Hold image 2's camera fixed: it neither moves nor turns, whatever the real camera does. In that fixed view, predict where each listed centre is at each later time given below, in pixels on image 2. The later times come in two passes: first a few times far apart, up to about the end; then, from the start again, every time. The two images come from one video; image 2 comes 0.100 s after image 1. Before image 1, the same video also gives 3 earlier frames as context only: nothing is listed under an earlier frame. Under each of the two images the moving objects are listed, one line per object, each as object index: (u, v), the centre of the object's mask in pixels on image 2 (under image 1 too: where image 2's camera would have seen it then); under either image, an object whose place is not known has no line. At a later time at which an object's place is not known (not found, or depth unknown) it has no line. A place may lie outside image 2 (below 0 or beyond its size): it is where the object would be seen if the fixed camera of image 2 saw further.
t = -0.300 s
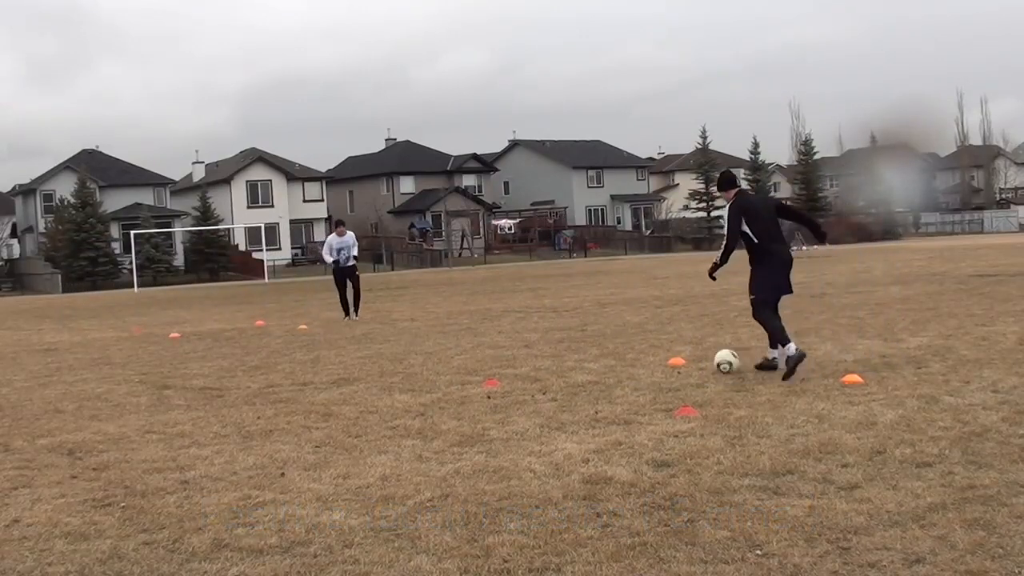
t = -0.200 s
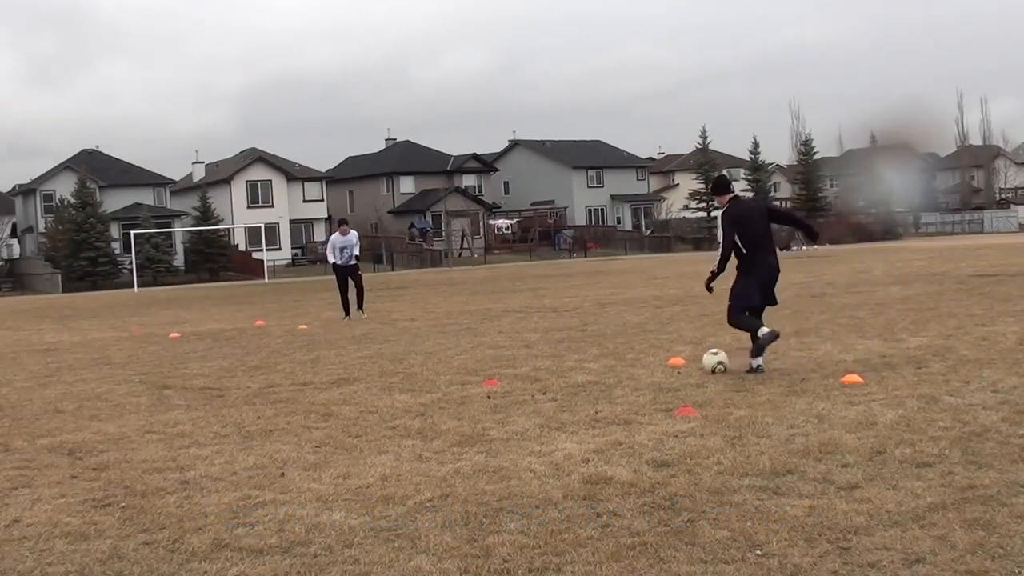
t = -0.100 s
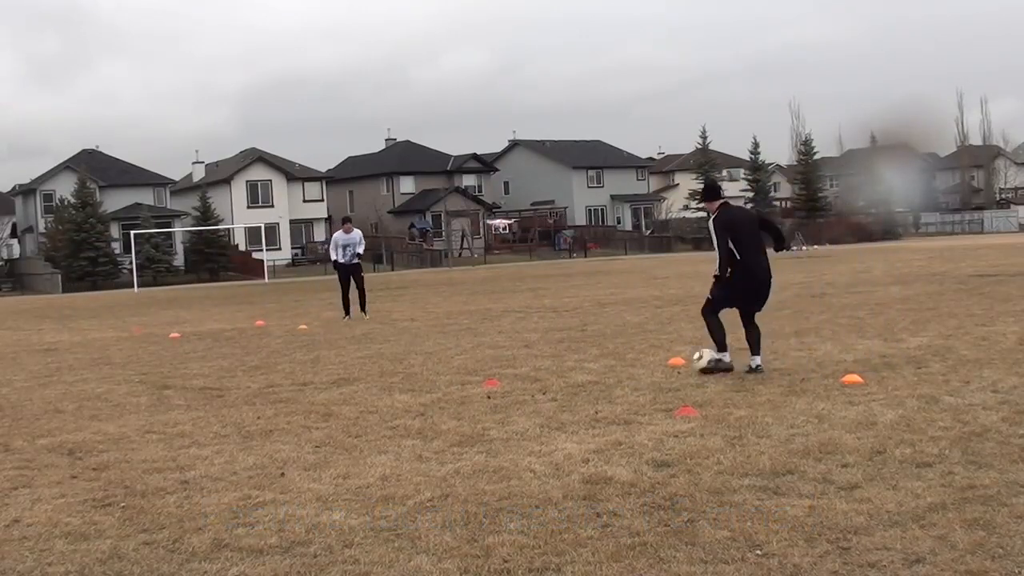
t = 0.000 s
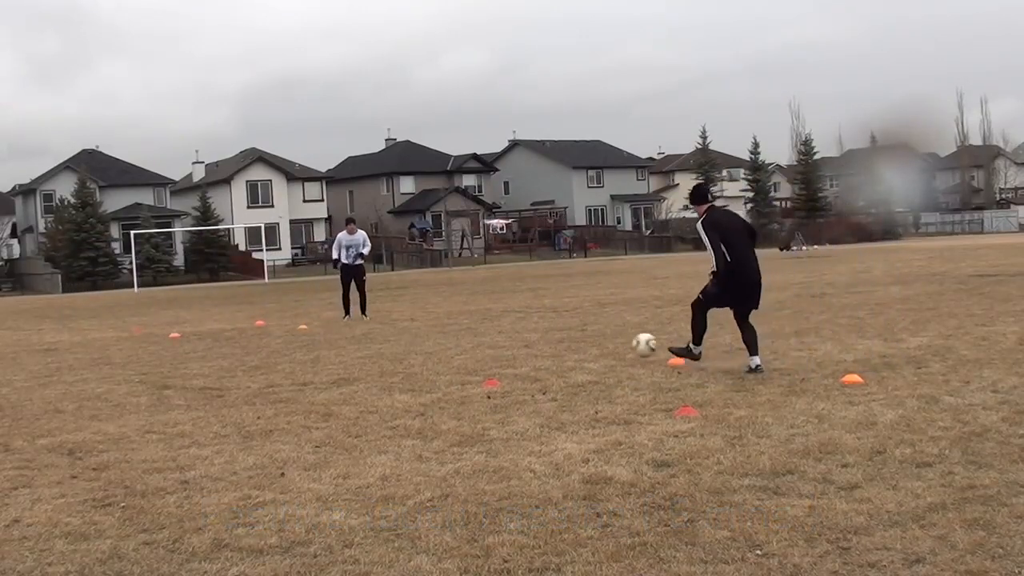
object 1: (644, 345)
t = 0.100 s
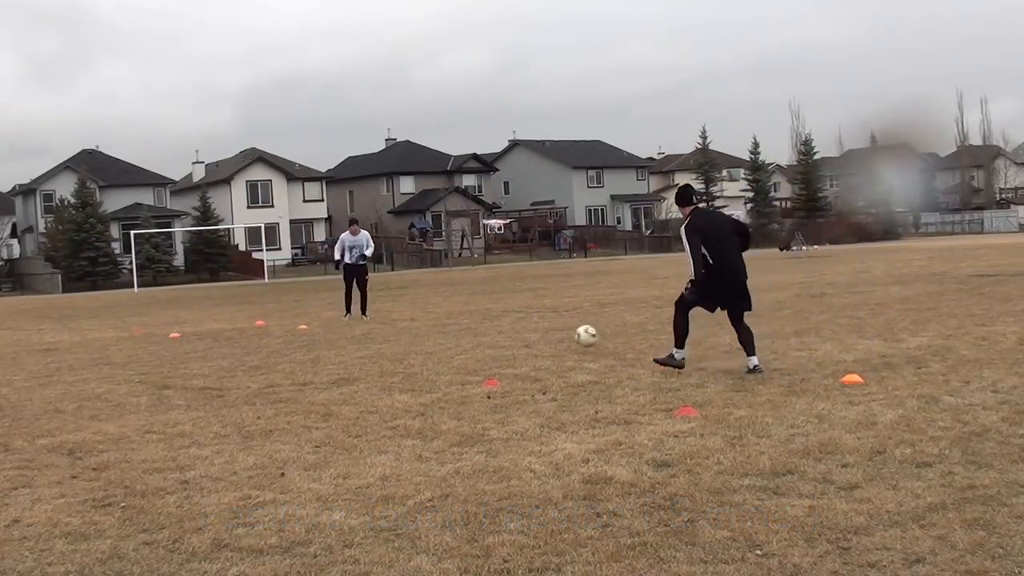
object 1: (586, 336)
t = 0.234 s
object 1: (525, 333)
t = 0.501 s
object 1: (441, 310)
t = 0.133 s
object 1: (569, 335)
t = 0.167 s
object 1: (553, 335)
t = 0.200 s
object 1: (539, 335)
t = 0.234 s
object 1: (525, 333)
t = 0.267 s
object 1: (512, 326)
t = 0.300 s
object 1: (500, 321)
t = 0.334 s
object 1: (490, 316)
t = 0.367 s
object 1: (479, 313)
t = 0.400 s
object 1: (469, 310)
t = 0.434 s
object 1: (459, 309)
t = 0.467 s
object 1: (450, 309)
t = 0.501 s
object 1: (441, 310)
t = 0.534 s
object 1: (433, 311)
